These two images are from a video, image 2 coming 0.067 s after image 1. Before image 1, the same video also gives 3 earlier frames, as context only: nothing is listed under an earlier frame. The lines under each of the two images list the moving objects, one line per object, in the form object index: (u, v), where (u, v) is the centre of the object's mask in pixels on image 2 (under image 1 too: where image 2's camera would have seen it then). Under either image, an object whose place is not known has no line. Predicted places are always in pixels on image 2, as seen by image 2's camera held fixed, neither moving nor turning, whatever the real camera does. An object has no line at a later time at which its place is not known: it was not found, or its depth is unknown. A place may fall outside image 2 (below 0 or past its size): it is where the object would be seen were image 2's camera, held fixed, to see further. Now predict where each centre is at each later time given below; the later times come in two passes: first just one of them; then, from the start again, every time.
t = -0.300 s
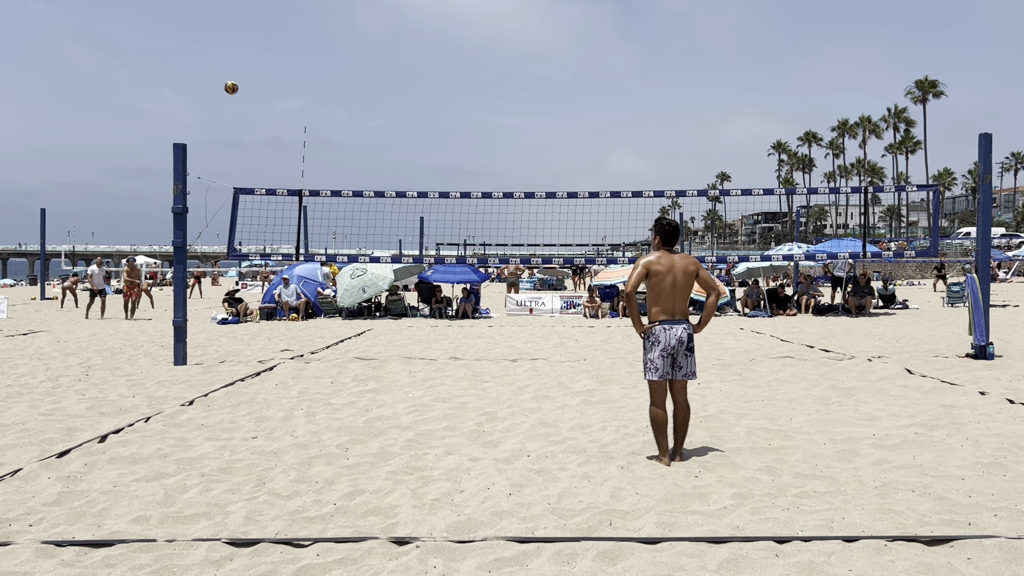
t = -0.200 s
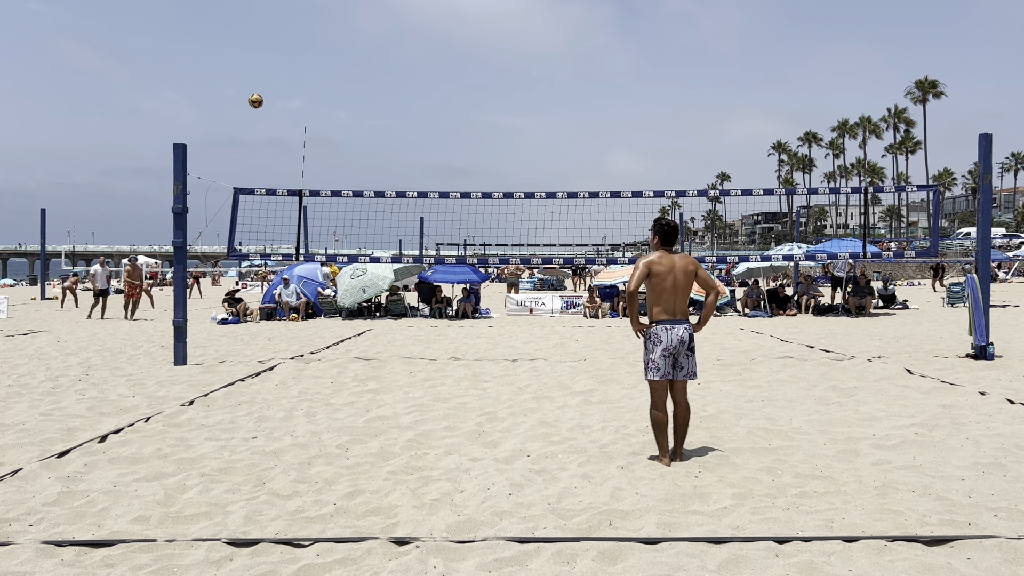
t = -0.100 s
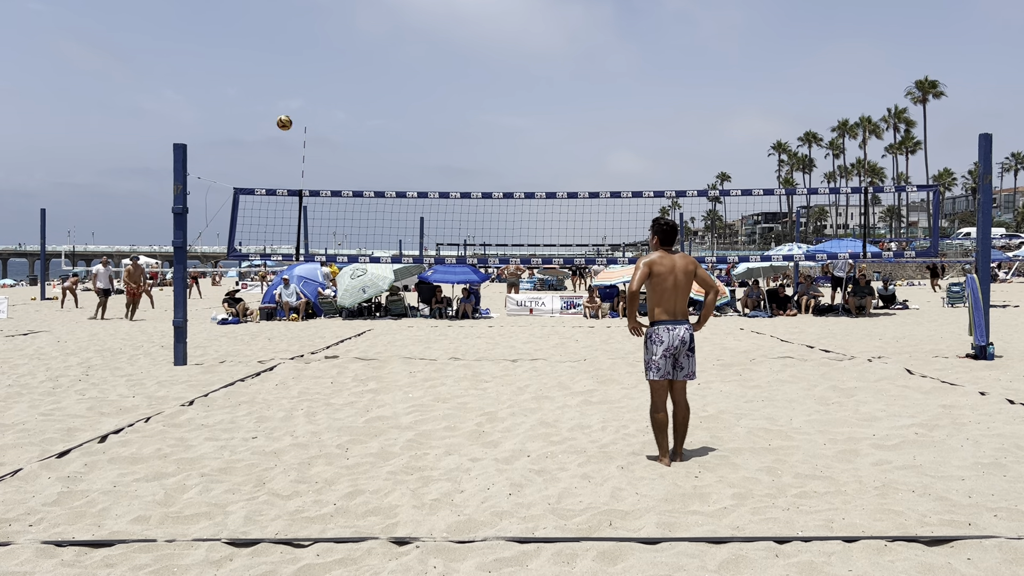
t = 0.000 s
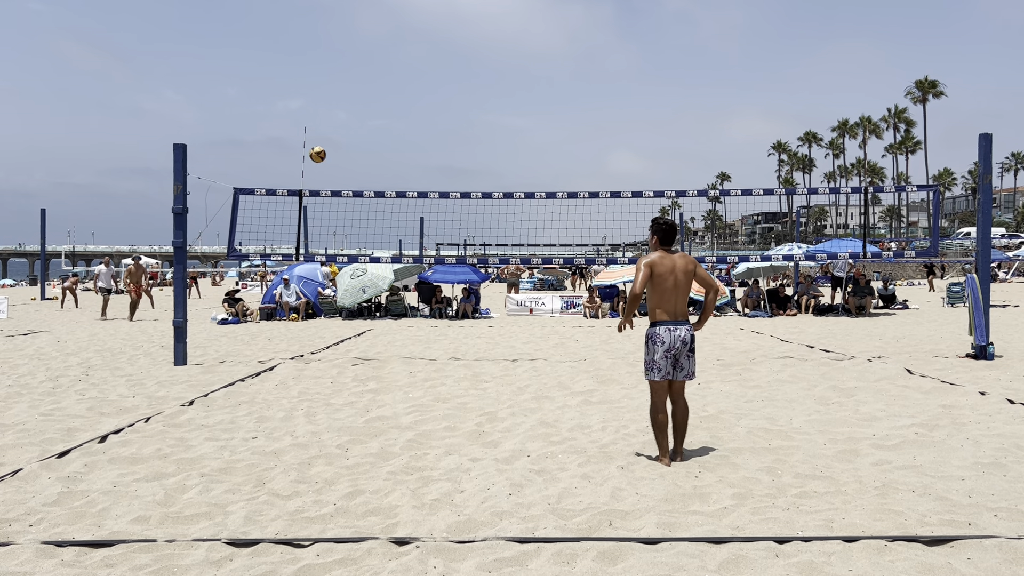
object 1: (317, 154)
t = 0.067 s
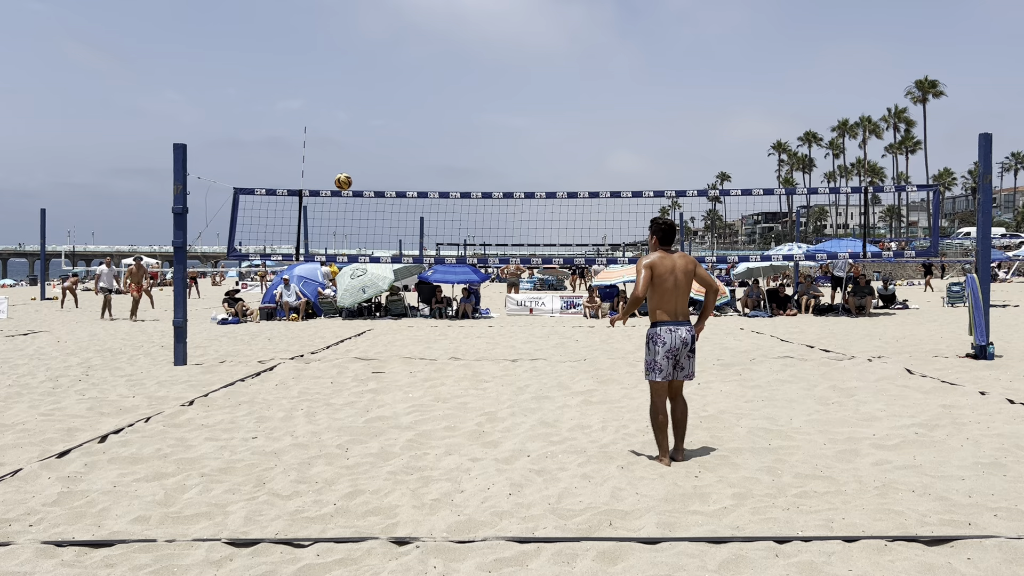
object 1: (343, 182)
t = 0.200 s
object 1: (403, 255)
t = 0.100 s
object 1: (357, 198)
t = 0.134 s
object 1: (372, 215)
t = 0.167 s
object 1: (387, 234)
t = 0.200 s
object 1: (403, 255)
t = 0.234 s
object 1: (421, 278)
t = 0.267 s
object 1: (439, 303)
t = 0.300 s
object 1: (458, 329)
